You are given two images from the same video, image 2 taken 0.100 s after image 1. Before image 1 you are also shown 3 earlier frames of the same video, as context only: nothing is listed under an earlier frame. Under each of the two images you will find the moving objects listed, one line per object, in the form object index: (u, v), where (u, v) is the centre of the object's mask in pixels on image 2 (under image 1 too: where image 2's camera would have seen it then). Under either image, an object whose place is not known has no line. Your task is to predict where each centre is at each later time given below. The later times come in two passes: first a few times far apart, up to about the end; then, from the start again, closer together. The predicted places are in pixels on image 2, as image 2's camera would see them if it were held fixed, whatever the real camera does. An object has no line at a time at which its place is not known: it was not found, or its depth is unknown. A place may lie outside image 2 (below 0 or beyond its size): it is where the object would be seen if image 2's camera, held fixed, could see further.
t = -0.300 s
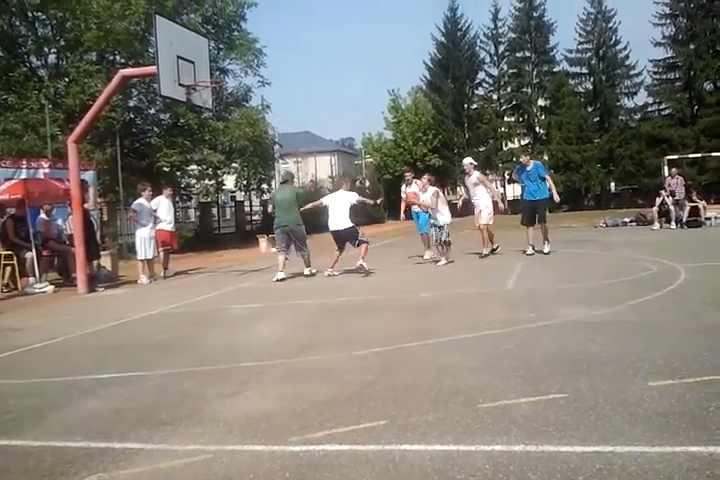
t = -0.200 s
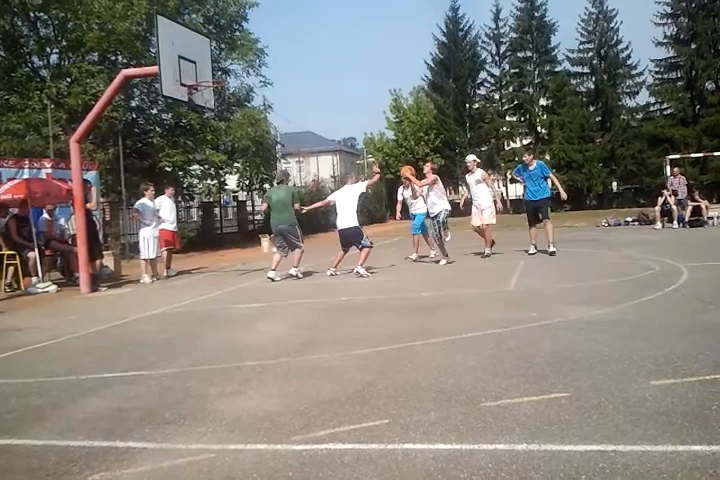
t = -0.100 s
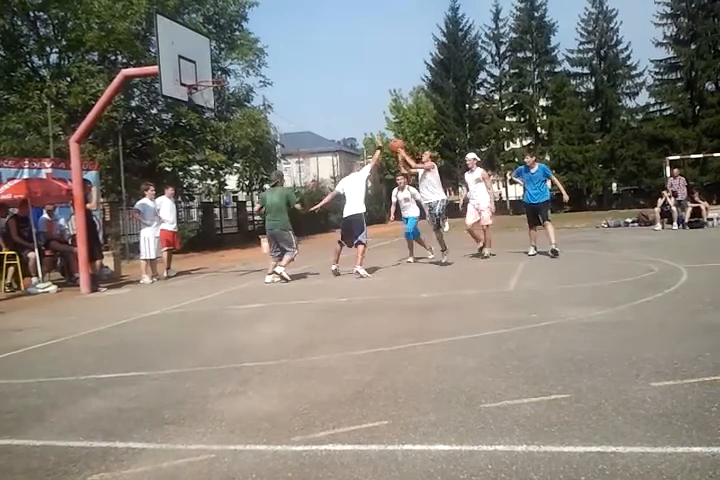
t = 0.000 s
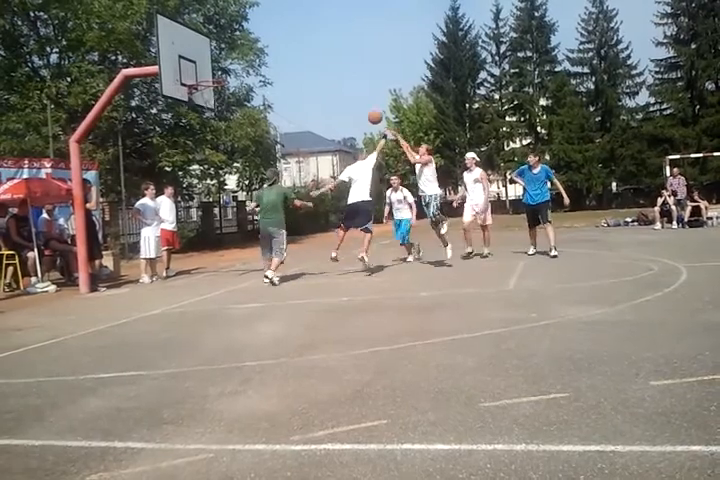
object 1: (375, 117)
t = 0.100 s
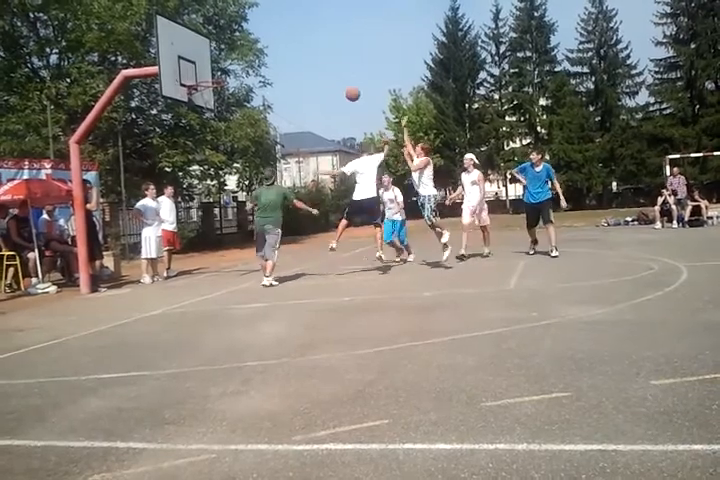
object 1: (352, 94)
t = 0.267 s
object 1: (316, 68)
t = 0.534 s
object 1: (257, 60)
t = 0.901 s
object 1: (220, 66)
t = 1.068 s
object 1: (219, 75)
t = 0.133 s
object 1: (345, 87)
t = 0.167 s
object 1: (338, 81)
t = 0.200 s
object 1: (330, 76)
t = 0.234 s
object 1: (323, 72)
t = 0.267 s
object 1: (316, 68)
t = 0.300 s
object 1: (308, 65)
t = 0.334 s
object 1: (300, 62)
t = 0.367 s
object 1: (293, 60)
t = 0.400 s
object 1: (286, 59)
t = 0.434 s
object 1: (278, 59)
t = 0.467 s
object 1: (271, 58)
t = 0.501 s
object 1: (265, 60)
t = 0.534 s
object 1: (257, 60)
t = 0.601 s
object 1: (243, 67)
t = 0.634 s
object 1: (235, 70)
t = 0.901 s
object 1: (220, 66)
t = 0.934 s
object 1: (221, 67)
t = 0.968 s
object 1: (220, 67)
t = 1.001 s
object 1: (220, 68)
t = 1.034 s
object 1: (220, 70)
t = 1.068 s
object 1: (219, 75)
